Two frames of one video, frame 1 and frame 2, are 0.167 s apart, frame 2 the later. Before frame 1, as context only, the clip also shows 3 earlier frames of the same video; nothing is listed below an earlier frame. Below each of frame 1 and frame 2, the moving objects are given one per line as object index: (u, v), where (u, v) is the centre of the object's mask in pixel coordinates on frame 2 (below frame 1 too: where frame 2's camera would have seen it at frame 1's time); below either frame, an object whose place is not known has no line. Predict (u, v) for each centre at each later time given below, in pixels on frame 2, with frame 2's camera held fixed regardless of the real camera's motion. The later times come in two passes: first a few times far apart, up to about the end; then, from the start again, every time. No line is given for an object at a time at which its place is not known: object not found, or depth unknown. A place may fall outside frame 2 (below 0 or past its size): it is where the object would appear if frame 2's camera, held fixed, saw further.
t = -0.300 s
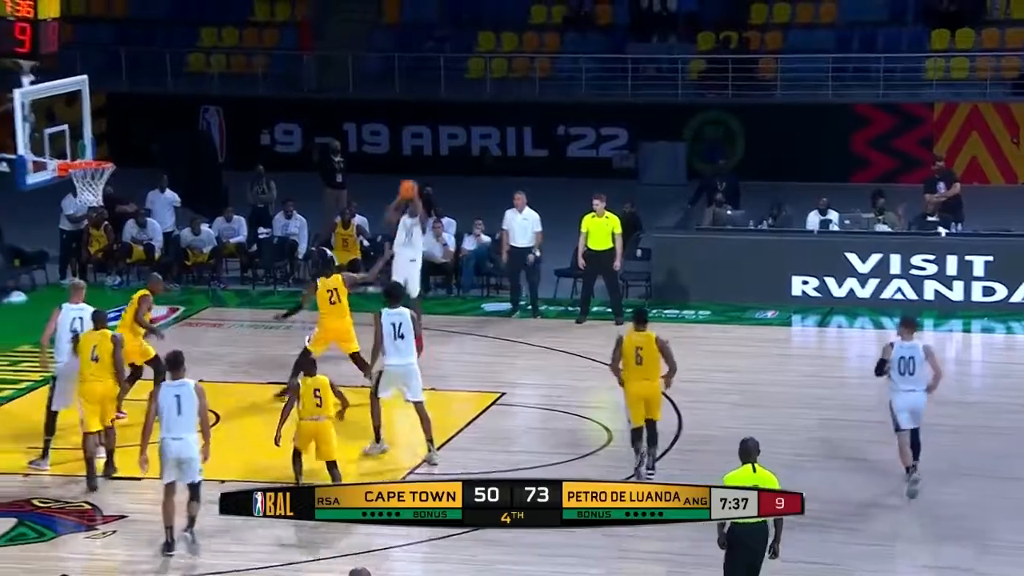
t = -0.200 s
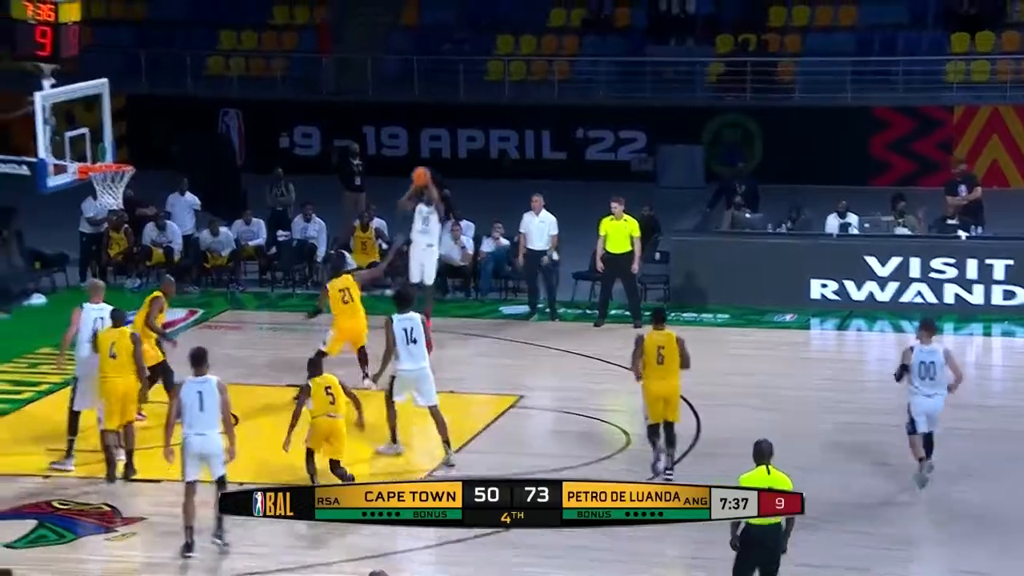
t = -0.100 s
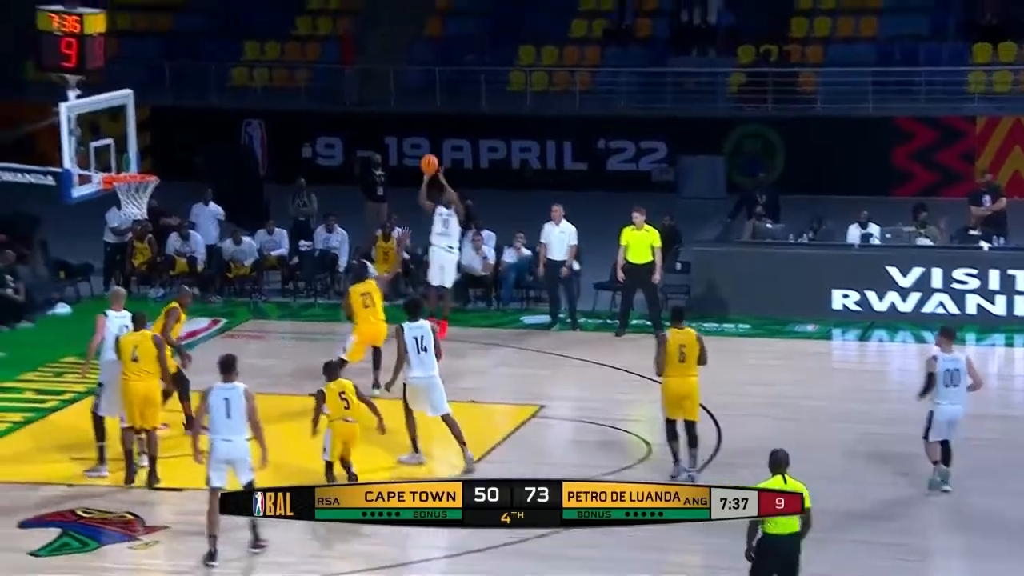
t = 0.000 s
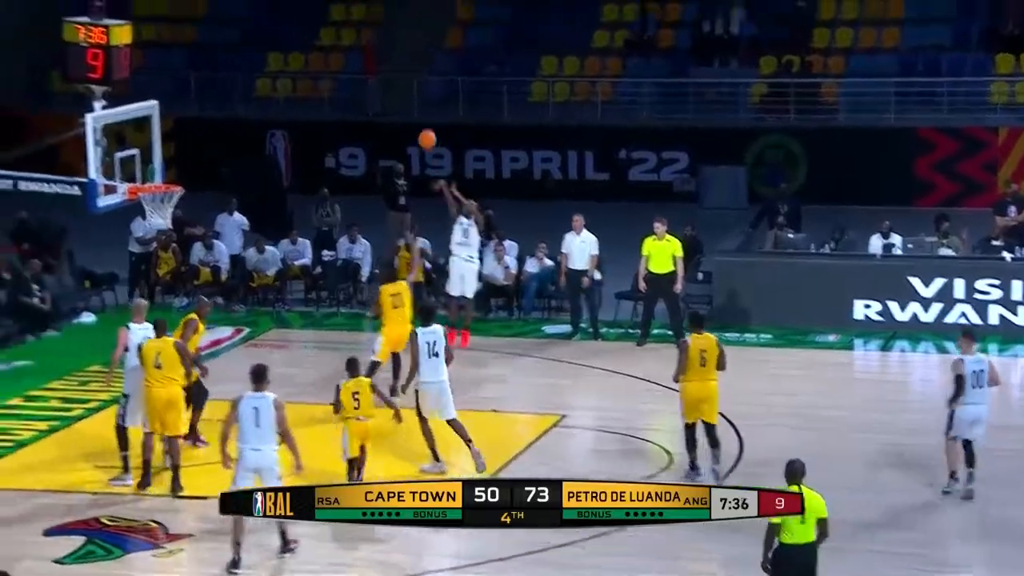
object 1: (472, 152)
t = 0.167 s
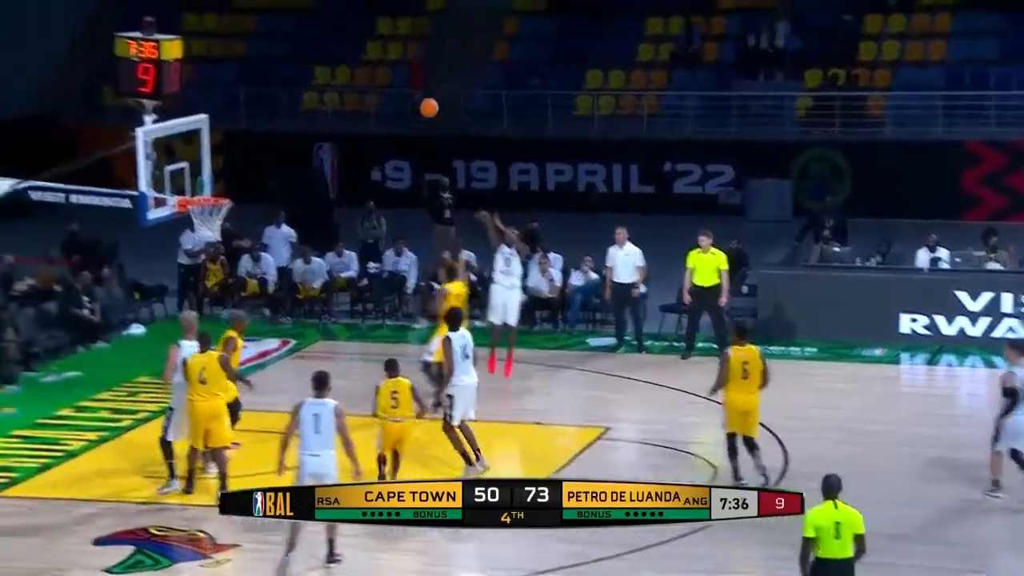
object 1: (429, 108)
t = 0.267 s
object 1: (402, 90)
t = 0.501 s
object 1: (338, 78)
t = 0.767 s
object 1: (262, 118)
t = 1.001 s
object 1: (199, 194)
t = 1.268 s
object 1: (194, 251)
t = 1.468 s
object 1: (171, 318)
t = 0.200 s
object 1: (420, 101)
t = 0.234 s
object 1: (411, 95)
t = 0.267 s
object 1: (402, 90)
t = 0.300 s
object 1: (393, 86)
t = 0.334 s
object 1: (383, 83)
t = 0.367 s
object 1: (375, 80)
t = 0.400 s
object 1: (366, 78)
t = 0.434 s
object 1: (356, 78)
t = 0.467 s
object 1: (347, 78)
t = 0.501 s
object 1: (338, 78)
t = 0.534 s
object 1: (329, 80)
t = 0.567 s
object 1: (320, 82)
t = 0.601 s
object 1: (310, 86)
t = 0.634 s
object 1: (300, 90)
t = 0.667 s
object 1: (291, 96)
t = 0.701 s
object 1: (282, 102)
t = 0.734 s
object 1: (272, 109)
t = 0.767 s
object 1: (262, 118)
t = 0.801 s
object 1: (253, 126)
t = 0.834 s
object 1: (243, 136)
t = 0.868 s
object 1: (234, 148)
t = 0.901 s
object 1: (225, 159)
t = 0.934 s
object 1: (217, 172)
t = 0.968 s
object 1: (208, 185)
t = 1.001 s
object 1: (199, 194)
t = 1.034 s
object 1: (215, 200)
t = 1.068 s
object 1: (217, 207)
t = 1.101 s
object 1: (215, 211)
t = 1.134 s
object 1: (211, 222)
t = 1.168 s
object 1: (206, 227)
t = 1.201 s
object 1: (201, 236)
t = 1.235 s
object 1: (198, 243)
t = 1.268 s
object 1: (194, 251)
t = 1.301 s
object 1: (191, 261)
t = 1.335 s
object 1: (186, 272)
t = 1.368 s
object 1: (183, 282)
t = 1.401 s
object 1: (179, 292)
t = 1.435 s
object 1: (176, 305)
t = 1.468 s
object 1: (171, 318)
